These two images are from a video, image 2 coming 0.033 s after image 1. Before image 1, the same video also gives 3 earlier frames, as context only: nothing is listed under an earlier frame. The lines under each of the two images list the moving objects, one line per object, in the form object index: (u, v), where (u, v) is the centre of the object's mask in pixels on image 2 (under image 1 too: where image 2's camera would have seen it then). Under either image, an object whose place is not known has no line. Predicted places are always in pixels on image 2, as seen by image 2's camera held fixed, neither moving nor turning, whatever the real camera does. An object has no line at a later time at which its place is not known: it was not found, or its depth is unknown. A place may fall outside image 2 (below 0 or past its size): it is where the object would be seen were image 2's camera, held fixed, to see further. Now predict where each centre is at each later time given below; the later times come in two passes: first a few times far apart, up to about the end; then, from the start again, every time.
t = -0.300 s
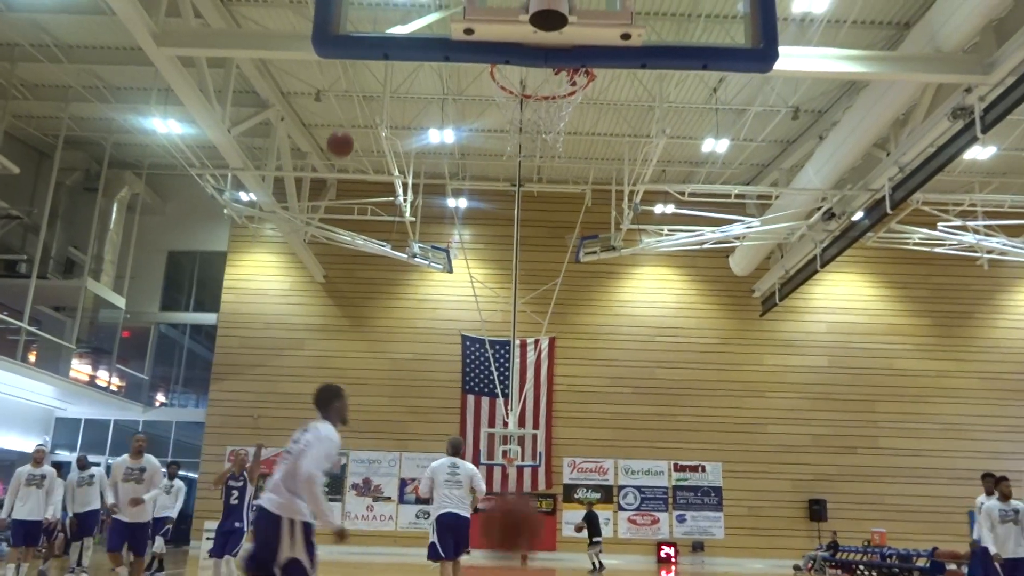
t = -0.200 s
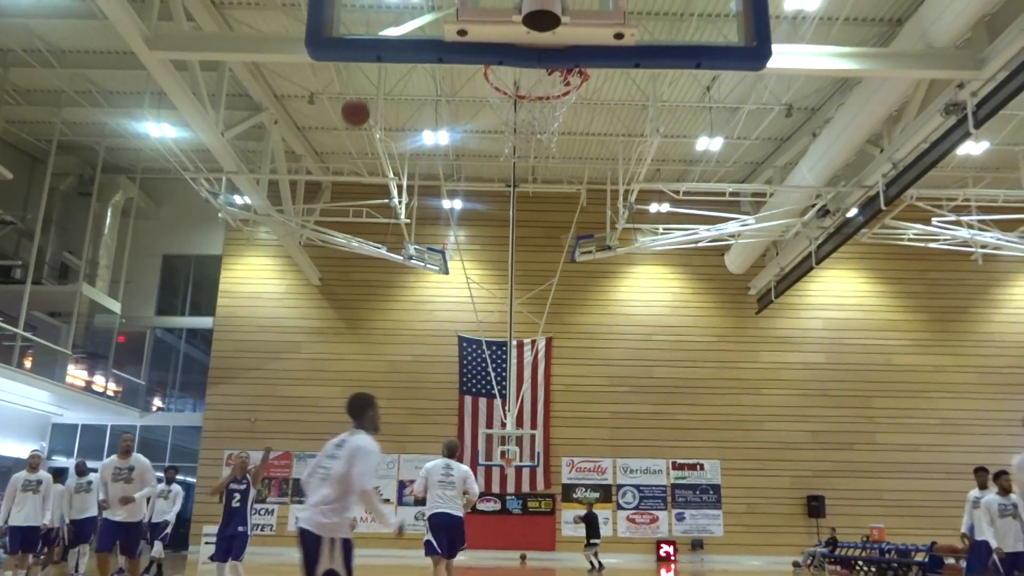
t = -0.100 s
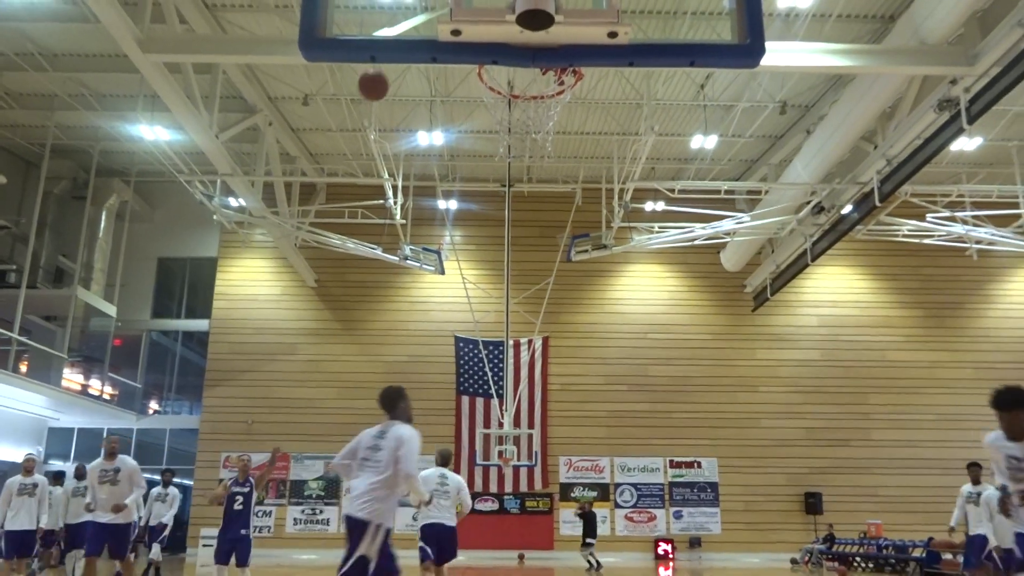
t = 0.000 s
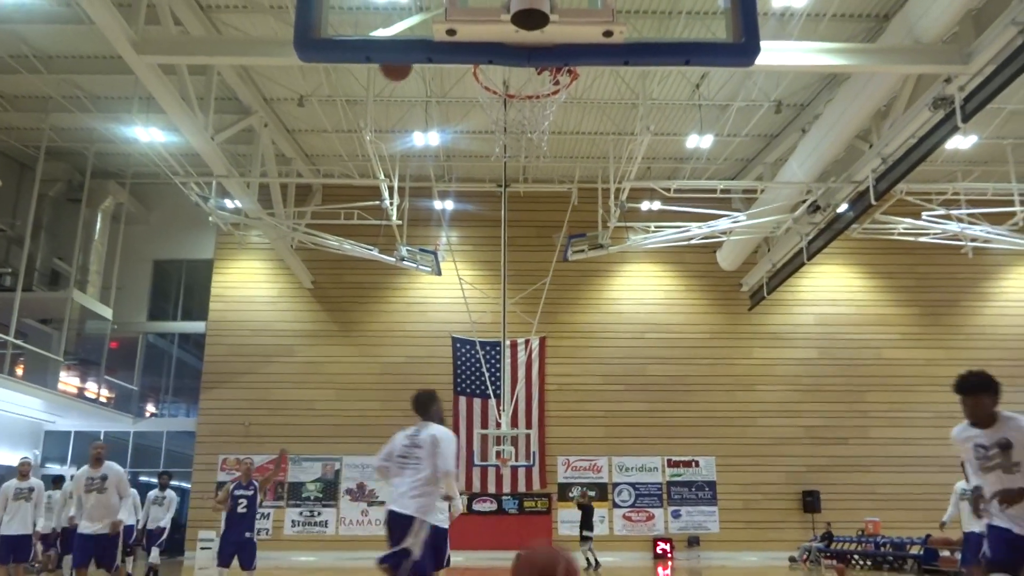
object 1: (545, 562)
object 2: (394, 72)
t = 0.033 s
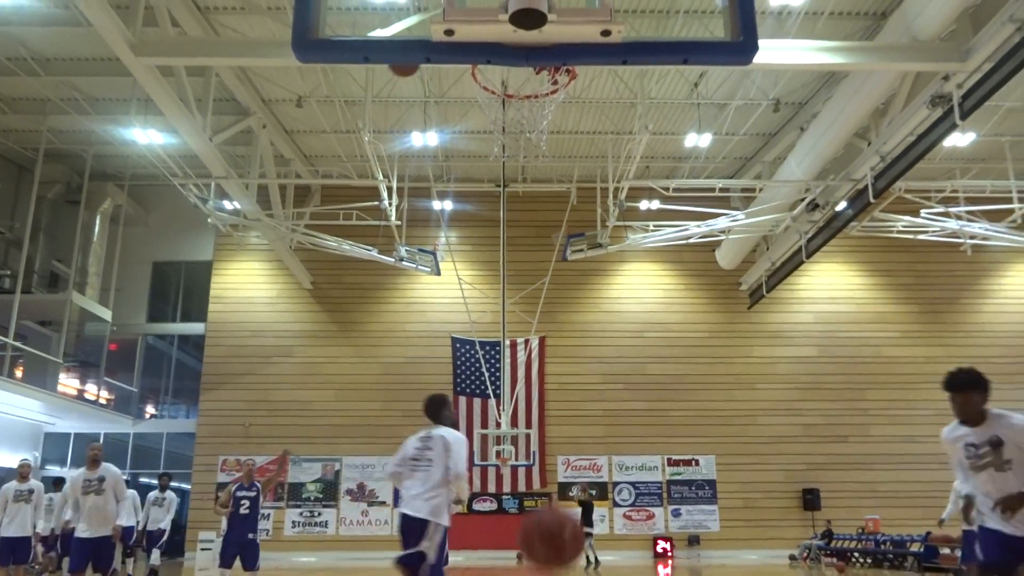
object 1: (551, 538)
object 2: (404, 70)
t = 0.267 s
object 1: (591, 380)
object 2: (496, 72)
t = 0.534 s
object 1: (640, 380)
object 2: (482, 158)
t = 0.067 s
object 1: (558, 506)
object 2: (414, 68)
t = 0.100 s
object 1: (564, 478)
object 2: (426, 67)
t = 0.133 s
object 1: (570, 452)
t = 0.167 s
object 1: (576, 430)
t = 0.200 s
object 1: (580, 410)
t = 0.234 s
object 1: (586, 394)
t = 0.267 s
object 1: (591, 380)
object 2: (496, 72)
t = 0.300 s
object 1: (597, 370)
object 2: (515, 76)
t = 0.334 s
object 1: (603, 363)
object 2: (537, 82)
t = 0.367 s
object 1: (609, 359)
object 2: (551, 86)
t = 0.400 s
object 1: (615, 357)
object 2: (539, 100)
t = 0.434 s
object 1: (621, 358)
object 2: (526, 110)
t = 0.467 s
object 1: (627, 362)
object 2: (511, 123)
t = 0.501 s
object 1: (634, 370)
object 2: (497, 140)
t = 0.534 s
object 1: (640, 380)
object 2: (482, 158)
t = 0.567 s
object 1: (647, 392)
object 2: (467, 179)
